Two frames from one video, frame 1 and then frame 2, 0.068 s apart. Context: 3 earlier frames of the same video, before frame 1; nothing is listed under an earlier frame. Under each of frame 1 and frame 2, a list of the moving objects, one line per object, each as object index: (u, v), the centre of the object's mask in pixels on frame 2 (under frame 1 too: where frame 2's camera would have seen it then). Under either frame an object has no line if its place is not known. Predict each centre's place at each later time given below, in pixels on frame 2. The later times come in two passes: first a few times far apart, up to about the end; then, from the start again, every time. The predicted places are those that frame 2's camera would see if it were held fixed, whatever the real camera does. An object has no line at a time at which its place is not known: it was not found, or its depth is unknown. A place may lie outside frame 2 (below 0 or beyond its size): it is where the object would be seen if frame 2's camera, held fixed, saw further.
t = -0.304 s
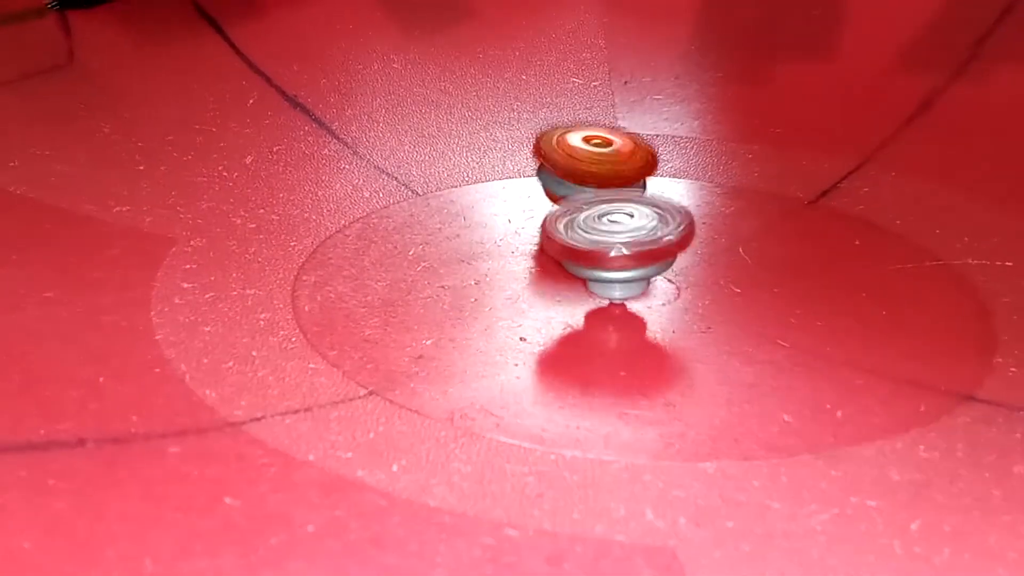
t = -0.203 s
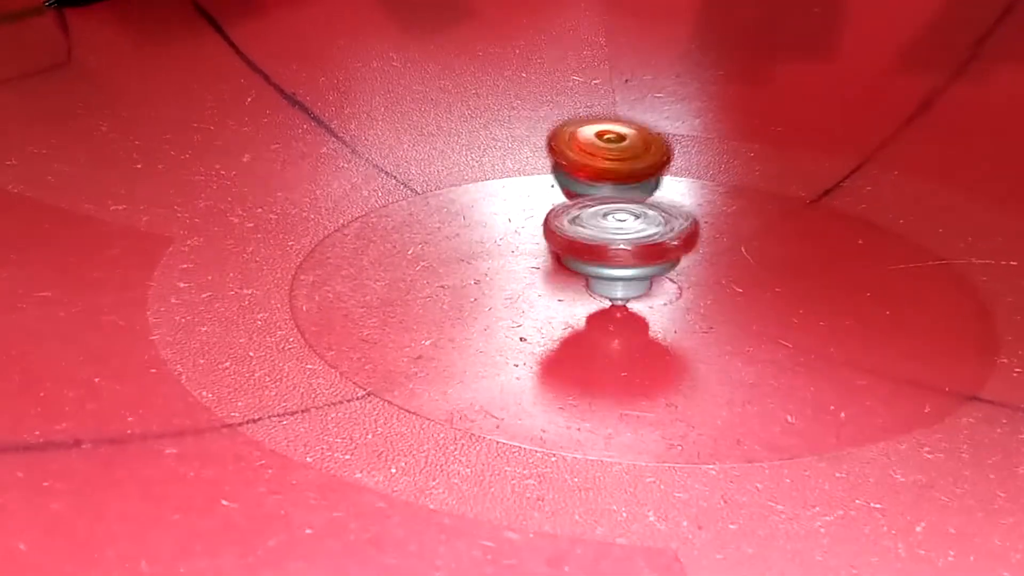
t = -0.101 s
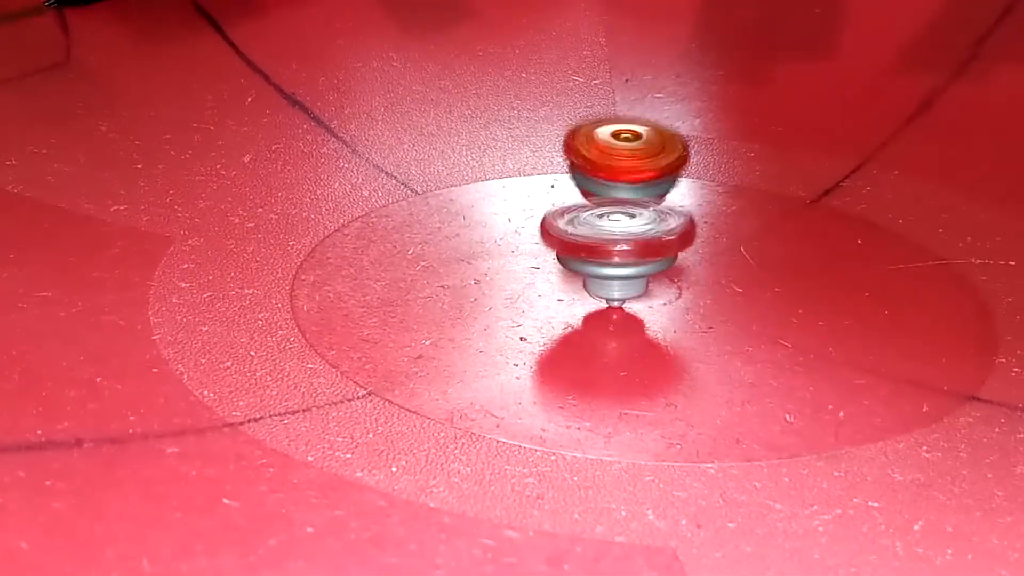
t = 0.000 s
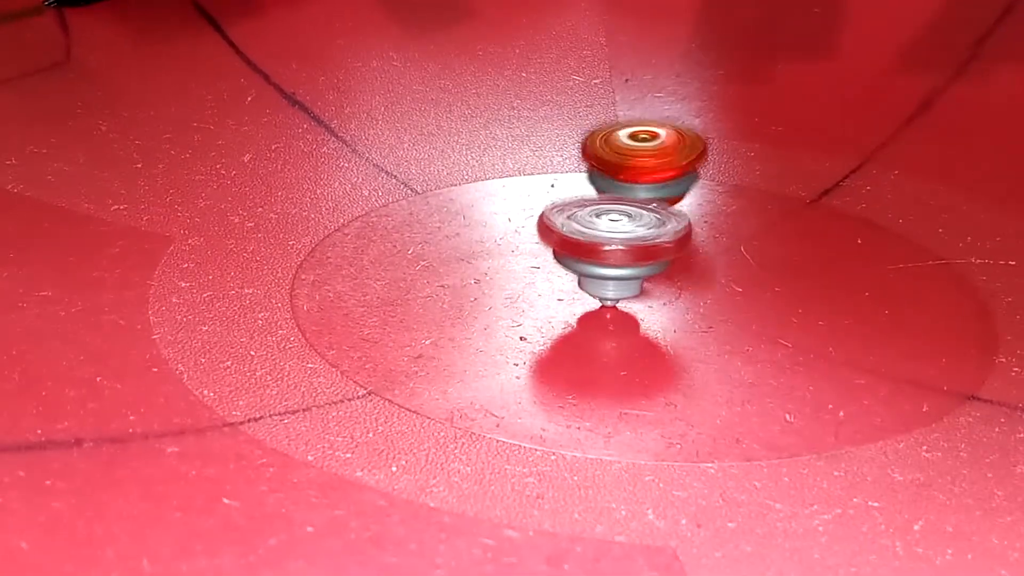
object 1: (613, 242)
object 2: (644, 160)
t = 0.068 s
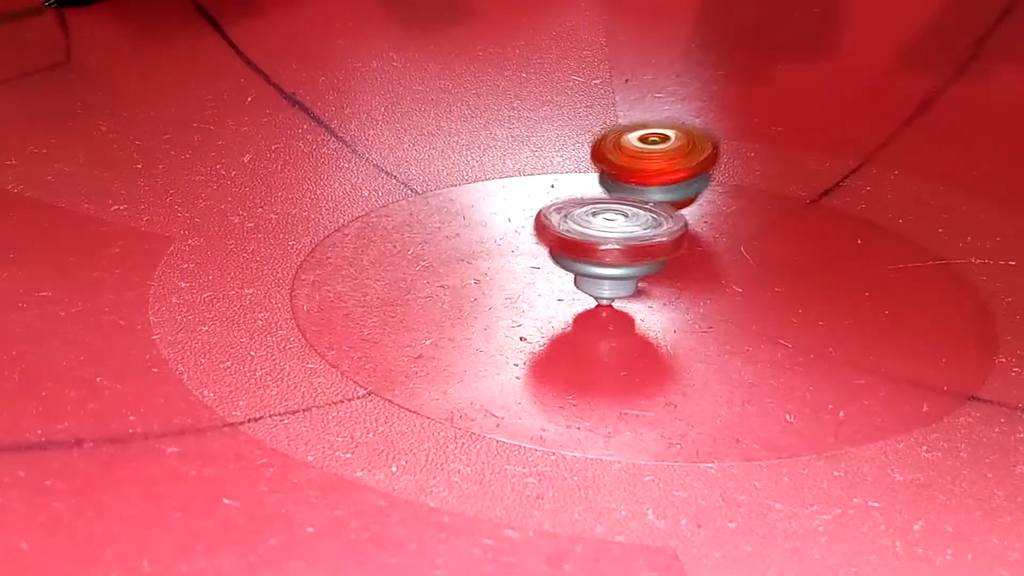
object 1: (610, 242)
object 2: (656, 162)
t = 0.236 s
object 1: (583, 236)
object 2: (678, 175)
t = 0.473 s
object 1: (583, 227)
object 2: (683, 192)
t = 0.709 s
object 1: (519, 232)
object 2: (687, 198)
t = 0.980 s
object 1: (481, 224)
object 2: (670, 206)
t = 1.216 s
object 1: (486, 214)
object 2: (646, 209)
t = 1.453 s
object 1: (475, 215)
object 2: (664, 208)
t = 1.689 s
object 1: (470, 210)
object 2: (700, 211)
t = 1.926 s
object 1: (493, 210)
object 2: (722, 220)
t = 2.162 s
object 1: (532, 220)
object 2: (727, 228)
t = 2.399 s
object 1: (546, 235)
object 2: (730, 235)
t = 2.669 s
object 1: (483, 229)
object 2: (772, 246)
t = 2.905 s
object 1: (468, 213)
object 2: (774, 256)
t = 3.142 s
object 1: (491, 203)
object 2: (747, 263)
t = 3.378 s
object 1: (540, 206)
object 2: (708, 256)
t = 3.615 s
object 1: (547, 208)
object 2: (731, 256)
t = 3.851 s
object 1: (546, 193)
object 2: (759, 271)
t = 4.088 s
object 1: (575, 189)
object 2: (746, 284)
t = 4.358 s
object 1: (609, 199)
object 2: (703, 277)
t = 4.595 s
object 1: (606, 201)
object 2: (698, 278)
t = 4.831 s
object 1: (612, 203)
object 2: (700, 290)
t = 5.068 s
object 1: (613, 203)
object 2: (672, 291)
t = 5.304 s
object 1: (616, 187)
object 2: (657, 276)
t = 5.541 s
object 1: (628, 196)
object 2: (673, 261)
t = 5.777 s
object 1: (623, 199)
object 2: (710, 261)
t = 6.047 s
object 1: (629, 204)
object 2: (743, 272)
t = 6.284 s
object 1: (641, 201)
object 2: (738, 283)
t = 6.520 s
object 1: (638, 202)
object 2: (710, 279)
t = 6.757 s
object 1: (632, 195)
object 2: (700, 265)
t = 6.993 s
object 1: (628, 206)
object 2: (722, 254)
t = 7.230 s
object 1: (641, 204)
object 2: (756, 254)
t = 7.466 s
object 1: (651, 209)
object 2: (779, 264)
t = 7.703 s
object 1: (662, 200)
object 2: (767, 271)
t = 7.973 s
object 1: (647, 201)
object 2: (738, 264)
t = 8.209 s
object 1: (643, 199)
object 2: (730, 251)
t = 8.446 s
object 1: (650, 201)
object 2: (751, 244)
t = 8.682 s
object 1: (657, 206)
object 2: (777, 247)
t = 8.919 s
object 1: (659, 206)
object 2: (783, 252)
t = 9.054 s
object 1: (657, 205)
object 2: (774, 254)
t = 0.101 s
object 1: (606, 241)
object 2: (661, 164)
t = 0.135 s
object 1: (603, 240)
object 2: (666, 165)
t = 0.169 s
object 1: (595, 237)
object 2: (672, 168)
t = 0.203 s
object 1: (588, 237)
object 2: (675, 170)
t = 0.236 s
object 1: (583, 236)
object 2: (678, 175)
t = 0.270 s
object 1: (584, 236)
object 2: (680, 178)
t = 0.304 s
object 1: (582, 234)
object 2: (682, 180)
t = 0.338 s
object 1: (582, 233)
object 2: (683, 182)
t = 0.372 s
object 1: (582, 230)
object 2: (683, 184)
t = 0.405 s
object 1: (582, 231)
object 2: (683, 187)
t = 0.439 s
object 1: (582, 227)
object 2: (683, 190)
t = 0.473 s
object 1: (583, 227)
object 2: (683, 192)
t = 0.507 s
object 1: (572, 228)
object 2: (686, 194)
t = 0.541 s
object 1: (560, 233)
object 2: (687, 193)
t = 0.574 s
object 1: (551, 233)
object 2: (688, 195)
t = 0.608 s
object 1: (543, 234)
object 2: (688, 195)
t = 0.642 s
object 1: (534, 233)
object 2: (688, 196)
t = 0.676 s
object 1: (527, 234)
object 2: (688, 197)
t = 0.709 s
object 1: (519, 232)
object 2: (687, 198)
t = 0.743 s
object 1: (512, 232)
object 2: (686, 199)
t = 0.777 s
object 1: (505, 230)
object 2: (685, 199)
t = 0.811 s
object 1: (499, 230)
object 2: (683, 201)
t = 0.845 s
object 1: (493, 228)
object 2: (681, 201)
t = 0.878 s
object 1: (490, 228)
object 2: (679, 203)
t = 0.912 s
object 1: (485, 225)
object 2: (676, 204)
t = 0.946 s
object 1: (483, 225)
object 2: (673, 205)
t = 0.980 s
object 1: (481, 224)
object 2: (670, 206)
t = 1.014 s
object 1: (478, 223)
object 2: (668, 206)
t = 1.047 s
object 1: (478, 221)
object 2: (664, 207)
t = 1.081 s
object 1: (480, 221)
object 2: (661, 207)
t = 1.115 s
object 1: (480, 217)
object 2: (658, 208)
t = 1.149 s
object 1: (481, 217)
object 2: (654, 208)
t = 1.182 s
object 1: (484, 215)
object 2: (650, 210)
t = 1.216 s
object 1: (486, 214)
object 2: (646, 209)
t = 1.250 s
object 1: (490, 214)
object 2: (643, 209)
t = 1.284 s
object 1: (494, 213)
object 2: (639, 209)
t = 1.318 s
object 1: (497, 213)
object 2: (638, 208)
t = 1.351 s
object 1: (489, 213)
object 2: (646, 209)
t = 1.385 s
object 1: (482, 216)
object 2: (651, 207)
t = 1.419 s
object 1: (477, 214)
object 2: (658, 209)
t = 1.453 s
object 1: (475, 215)
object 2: (664, 208)
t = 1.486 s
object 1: (471, 213)
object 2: (669, 209)
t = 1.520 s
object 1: (470, 213)
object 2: (674, 208)
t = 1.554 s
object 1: (471, 213)
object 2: (680, 209)
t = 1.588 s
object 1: (473, 212)
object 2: (685, 209)
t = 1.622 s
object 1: (470, 210)
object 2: (691, 209)
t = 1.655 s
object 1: (468, 209)
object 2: (695, 210)
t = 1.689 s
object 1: (470, 210)
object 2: (700, 211)
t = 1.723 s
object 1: (474, 209)
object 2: (704, 213)
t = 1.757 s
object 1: (474, 209)
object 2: (707, 212)
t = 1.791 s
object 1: (476, 208)
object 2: (711, 215)
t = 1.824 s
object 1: (481, 209)
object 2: (714, 215)
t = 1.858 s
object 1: (486, 209)
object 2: (718, 217)
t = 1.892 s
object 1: (489, 209)
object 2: (721, 217)
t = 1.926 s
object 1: (493, 210)
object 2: (722, 220)
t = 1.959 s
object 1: (499, 211)
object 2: (725, 221)
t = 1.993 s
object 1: (504, 212)
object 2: (726, 222)
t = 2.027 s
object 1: (508, 212)
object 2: (727, 223)
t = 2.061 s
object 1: (516, 215)
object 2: (729, 224)
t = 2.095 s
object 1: (520, 216)
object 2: (727, 226)
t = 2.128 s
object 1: (527, 218)
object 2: (728, 226)
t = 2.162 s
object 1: (532, 220)
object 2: (727, 228)
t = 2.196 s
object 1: (537, 221)
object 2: (726, 229)
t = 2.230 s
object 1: (543, 223)
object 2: (724, 230)
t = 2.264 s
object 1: (547, 224)
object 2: (722, 230)
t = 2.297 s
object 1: (553, 229)
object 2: (718, 232)
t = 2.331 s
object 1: (555, 230)
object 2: (715, 232)
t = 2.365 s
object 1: (558, 233)
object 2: (717, 233)
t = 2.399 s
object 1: (546, 235)
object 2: (730, 235)
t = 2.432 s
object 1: (538, 236)
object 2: (741, 237)
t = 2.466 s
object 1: (530, 237)
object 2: (745, 237)
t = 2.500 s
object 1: (520, 235)
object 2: (751, 238)
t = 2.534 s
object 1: (513, 237)
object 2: (757, 239)
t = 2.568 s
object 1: (504, 234)
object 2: (761, 242)
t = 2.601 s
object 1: (496, 232)
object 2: (765, 243)
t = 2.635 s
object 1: (490, 231)
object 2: (769, 245)
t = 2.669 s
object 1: (483, 229)
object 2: (772, 246)
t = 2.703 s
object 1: (480, 230)
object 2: (775, 248)
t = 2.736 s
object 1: (476, 226)
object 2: (776, 249)
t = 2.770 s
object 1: (471, 223)
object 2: (776, 251)
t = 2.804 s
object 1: (469, 222)
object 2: (777, 254)
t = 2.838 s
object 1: (466, 217)
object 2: (776, 255)
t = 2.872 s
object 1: (466, 217)
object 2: (775, 257)
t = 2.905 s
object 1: (468, 213)
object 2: (774, 256)
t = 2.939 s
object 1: (466, 210)
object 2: (771, 259)
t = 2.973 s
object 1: (471, 211)
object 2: (769, 260)
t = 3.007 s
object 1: (473, 207)
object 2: (765, 263)
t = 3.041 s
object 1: (474, 205)
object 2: (761, 263)
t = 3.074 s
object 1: (481, 205)
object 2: (756, 264)
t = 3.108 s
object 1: (484, 201)
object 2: (752, 263)
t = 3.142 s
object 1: (491, 203)
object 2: (747, 263)
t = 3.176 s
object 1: (496, 202)
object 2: (741, 264)
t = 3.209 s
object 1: (503, 203)
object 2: (736, 263)
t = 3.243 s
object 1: (511, 204)
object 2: (729, 262)
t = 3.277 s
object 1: (517, 202)
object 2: (724, 260)
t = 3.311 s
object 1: (525, 205)
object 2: (719, 260)
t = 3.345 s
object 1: (534, 205)
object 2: (713, 257)
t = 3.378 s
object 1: (540, 206)
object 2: (708, 256)
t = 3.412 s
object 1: (550, 210)
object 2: (705, 253)
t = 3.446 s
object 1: (556, 209)
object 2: (701, 253)
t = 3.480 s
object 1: (563, 214)
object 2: (698, 250)
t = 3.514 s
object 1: (560, 213)
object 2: (709, 253)
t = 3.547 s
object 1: (555, 211)
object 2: (720, 253)
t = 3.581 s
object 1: (553, 210)
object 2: (726, 257)
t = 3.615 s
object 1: (547, 208)
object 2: (731, 256)
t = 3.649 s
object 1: (543, 206)
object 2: (736, 259)
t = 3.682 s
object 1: (544, 205)
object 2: (744, 259)
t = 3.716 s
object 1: (543, 201)
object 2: (748, 263)
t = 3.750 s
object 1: (540, 198)
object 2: (753, 264)
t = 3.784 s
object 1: (542, 199)
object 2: (756, 267)
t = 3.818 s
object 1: (544, 197)
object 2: (759, 268)
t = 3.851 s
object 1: (546, 193)
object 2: (759, 271)
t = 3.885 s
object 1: (549, 193)
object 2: (761, 274)
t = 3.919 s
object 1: (552, 191)
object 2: (761, 276)
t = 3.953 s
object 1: (555, 190)
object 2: (759, 278)
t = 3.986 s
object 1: (560, 190)
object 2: (758, 280)
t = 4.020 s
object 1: (564, 189)
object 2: (754, 282)
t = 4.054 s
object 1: (570, 189)
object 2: (750, 283)
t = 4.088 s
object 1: (575, 189)
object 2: (746, 284)
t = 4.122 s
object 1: (579, 189)
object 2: (741, 284)
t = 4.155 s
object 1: (586, 191)
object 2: (735, 285)
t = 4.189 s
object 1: (591, 192)
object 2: (731, 284)
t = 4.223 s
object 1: (594, 192)
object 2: (725, 284)
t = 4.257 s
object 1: (600, 194)
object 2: (718, 282)
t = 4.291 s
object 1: (604, 195)
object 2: (713, 281)
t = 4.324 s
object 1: (606, 195)
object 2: (708, 279)
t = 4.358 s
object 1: (609, 199)
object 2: (703, 277)
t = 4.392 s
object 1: (611, 199)
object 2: (698, 275)
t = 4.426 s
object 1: (610, 199)
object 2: (695, 273)
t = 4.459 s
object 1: (612, 202)
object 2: (693, 271)
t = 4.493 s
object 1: (610, 203)
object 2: (690, 267)
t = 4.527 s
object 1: (607, 203)
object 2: (691, 266)
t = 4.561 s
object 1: (608, 206)
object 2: (694, 273)
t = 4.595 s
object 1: (606, 201)
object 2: (698, 278)
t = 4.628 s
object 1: (609, 197)
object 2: (698, 280)
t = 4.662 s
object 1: (613, 197)
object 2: (700, 282)
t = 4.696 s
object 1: (617, 195)
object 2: (704, 283)
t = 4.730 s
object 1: (620, 193)
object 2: (703, 285)
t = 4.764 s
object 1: (618, 199)
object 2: (702, 287)
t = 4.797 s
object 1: (614, 200)
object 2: (701, 288)
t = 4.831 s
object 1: (612, 203)
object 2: (700, 290)
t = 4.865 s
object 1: (613, 204)
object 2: (696, 291)
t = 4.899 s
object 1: (615, 207)
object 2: (693, 292)
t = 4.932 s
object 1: (617, 208)
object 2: (691, 293)
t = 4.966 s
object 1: (615, 207)
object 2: (685, 291)
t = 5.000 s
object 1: (613, 203)
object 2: (680, 293)
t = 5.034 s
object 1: (613, 201)
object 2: (676, 290)
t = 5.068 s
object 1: (613, 203)
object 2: (672, 291)
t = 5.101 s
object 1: (610, 202)
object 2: (668, 288)
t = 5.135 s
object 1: (607, 204)
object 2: (666, 286)
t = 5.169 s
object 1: (604, 202)
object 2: (661, 286)
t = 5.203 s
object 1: (605, 194)
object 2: (660, 282)
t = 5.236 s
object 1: (610, 192)
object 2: (659, 282)
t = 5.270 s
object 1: (613, 187)
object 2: (658, 278)
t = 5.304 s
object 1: (616, 187)
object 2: (657, 276)
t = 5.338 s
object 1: (618, 185)
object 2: (658, 274)
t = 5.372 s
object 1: (618, 186)
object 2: (659, 270)
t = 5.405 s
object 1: (620, 188)
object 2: (660, 270)
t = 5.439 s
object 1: (622, 188)
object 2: (663, 267)
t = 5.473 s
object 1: (628, 191)
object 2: (666, 266)
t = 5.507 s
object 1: (630, 196)
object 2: (669, 265)
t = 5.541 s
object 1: (628, 196)
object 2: (673, 261)
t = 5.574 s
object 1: (629, 194)
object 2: (666, 244)
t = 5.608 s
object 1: (620, 192)
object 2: (669, 246)
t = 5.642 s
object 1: (615, 197)
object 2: (686, 261)
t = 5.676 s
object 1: (616, 201)
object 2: (693, 259)
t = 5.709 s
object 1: (628, 193)
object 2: (698, 260)
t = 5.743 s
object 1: (628, 196)
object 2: (706, 260)
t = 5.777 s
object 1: (623, 199)
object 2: (710, 261)
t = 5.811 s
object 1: (624, 204)
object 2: (717, 261)
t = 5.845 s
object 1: (628, 206)
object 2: (720, 262)
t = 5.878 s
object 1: (631, 203)
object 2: (726, 264)
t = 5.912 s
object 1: (626, 208)
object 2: (731, 265)
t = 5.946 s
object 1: (629, 207)
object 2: (734, 267)
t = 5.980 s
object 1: (636, 200)
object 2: (740, 268)
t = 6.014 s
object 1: (632, 202)
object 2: (740, 270)
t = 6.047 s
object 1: (629, 204)
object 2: (743, 272)
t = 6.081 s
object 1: (632, 208)
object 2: (744, 274)
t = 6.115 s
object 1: (635, 211)
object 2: (746, 277)
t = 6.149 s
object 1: (635, 207)
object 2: (746, 277)
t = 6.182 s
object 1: (637, 208)
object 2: (745, 280)
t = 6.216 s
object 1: (634, 211)
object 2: (743, 280)
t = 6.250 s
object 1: (636, 206)
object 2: (741, 281)
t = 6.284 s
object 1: (641, 201)
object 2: (738, 283)
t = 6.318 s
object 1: (636, 201)
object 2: (735, 283)
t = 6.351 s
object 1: (633, 202)
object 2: (731, 283)
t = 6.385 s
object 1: (632, 202)
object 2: (728, 283)
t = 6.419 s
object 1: (634, 205)
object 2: (722, 281)
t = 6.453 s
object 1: (637, 206)
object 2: (719, 282)
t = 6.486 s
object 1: (636, 202)
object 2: (715, 280)
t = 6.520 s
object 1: (638, 202)
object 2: (710, 279)
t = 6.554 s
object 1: (636, 204)
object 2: (707, 277)
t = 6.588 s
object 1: (629, 203)
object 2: (703, 275)
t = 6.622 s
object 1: (635, 196)
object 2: (703, 274)
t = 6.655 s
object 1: (638, 192)
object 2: (702, 272)
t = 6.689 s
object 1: (638, 191)
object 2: (700, 270)
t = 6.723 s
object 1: (635, 195)
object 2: (702, 268)
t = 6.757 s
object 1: (632, 195)
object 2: (700, 265)
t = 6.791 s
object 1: (633, 198)
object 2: (703, 264)
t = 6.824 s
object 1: (635, 201)
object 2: (704, 261)
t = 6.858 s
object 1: (637, 202)
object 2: (706, 260)
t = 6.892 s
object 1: (635, 200)
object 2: (709, 257)
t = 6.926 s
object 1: (635, 197)
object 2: (712, 256)
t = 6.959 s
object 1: (634, 200)
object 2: (717, 254)
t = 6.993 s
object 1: (628, 206)
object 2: (722, 254)
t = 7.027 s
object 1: (629, 206)
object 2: (700, 241)
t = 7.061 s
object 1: (634, 201)
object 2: (732, 252)
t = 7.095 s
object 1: (640, 198)
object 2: (736, 253)
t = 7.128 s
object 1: (641, 199)
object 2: (741, 252)
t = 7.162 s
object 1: (639, 201)
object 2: (745, 253)
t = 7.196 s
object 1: (639, 202)
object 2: (750, 254)
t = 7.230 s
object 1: (641, 204)
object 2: (756, 254)
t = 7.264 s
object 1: (642, 206)
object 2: (760, 256)
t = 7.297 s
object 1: (645, 210)
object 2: (765, 256)
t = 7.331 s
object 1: (647, 213)
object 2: (768, 258)
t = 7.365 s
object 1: (648, 211)
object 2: (772, 260)
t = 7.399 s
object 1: (647, 208)
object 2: (774, 261)
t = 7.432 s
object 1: (650, 207)
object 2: (775, 263)
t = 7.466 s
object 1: (651, 209)
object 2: (779, 264)
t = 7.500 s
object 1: (646, 212)
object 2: (778, 265)
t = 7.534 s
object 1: (646, 212)
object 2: (778, 266)
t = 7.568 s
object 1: (648, 208)
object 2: (778, 268)
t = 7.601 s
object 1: (652, 205)
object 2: (776, 269)
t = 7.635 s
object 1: (656, 203)
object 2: (775, 270)
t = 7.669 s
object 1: (659, 202)
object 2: (771, 271)
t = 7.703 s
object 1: (662, 200)
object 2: (767, 271)
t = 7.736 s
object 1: (662, 202)
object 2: (764, 271)
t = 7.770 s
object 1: (662, 203)
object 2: (760, 271)
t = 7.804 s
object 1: (660, 203)
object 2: (756, 270)
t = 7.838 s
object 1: (656, 202)
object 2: (751, 269)
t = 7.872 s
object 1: (652, 203)
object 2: (747, 268)
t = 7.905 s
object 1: (648, 202)
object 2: (743, 267)
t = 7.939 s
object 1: (647, 201)
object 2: (740, 266)
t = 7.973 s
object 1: (647, 201)
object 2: (738, 264)
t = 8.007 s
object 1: (648, 200)
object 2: (735, 262)
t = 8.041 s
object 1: (651, 199)
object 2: (733, 261)
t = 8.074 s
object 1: (650, 198)
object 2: (730, 258)
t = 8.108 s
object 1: (649, 198)
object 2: (729, 257)
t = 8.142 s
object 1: (646, 199)
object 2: (730, 254)
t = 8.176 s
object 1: (644, 199)
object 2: (729, 253)
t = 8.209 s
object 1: (643, 199)
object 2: (730, 251)
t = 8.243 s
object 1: (643, 200)
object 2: (733, 249)
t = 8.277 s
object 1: (644, 198)
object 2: (734, 248)
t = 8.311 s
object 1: (646, 198)
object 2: (737, 247)
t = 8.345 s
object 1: (647, 199)
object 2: (739, 245)
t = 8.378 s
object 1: (649, 200)
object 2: (744, 245)
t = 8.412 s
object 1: (649, 201)
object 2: (749, 244)
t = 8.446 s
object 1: (650, 201)
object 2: (751, 244)
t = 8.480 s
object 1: (652, 202)
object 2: (755, 244)
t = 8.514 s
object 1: (652, 204)
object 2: (760, 244)
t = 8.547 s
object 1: (654, 205)
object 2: (764, 244)
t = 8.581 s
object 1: (655, 205)
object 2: (769, 245)
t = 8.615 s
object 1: (655, 205)
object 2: (771, 245)
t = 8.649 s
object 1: (656, 205)
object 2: (773, 245)
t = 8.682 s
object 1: (657, 206)
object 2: (777, 247)
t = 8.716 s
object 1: (658, 206)
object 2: (779, 248)
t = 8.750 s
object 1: (658, 206)
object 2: (782, 248)
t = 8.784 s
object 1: (659, 206)
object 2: (783, 249)
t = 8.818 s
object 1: (659, 207)
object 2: (784, 250)
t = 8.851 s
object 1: (660, 207)
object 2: (785, 251)
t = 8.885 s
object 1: (659, 206)
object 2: (784, 252)
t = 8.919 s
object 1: (659, 206)
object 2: (783, 252)
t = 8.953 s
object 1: (658, 206)
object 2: (781, 253)
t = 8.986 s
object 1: (658, 206)
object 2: (778, 254)
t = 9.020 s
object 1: (658, 206)
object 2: (776, 253)
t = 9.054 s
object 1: (657, 205)
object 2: (774, 254)
